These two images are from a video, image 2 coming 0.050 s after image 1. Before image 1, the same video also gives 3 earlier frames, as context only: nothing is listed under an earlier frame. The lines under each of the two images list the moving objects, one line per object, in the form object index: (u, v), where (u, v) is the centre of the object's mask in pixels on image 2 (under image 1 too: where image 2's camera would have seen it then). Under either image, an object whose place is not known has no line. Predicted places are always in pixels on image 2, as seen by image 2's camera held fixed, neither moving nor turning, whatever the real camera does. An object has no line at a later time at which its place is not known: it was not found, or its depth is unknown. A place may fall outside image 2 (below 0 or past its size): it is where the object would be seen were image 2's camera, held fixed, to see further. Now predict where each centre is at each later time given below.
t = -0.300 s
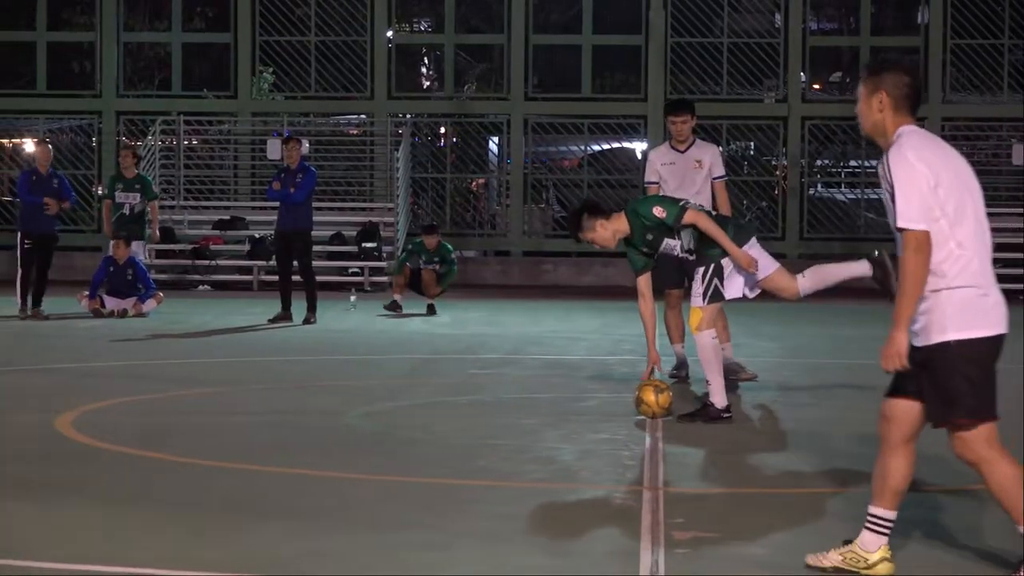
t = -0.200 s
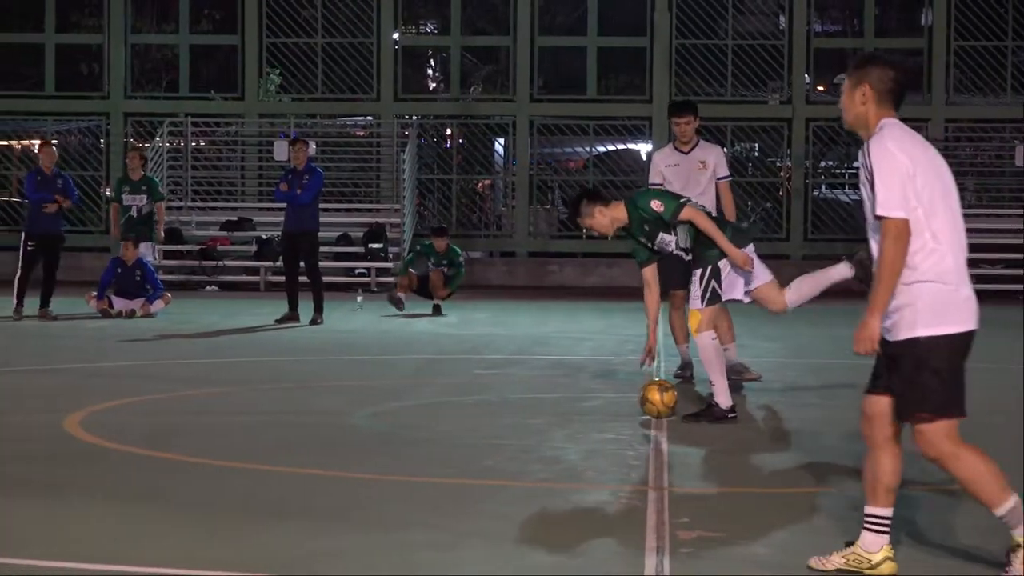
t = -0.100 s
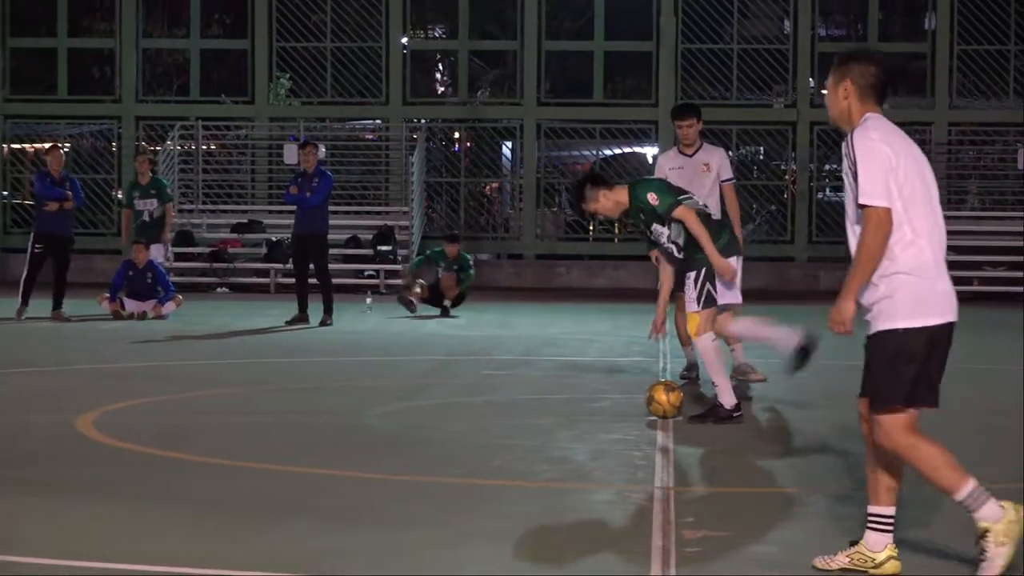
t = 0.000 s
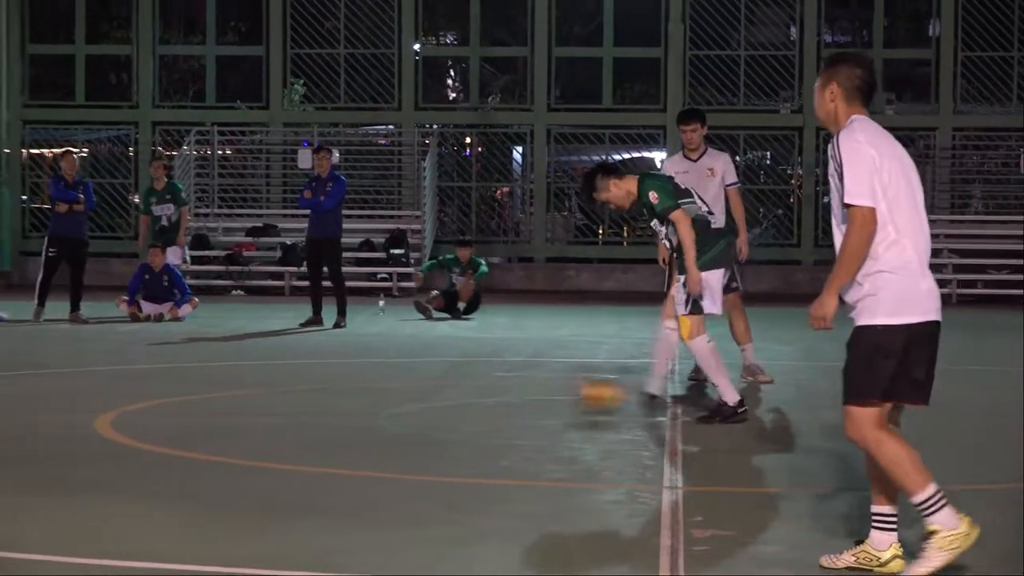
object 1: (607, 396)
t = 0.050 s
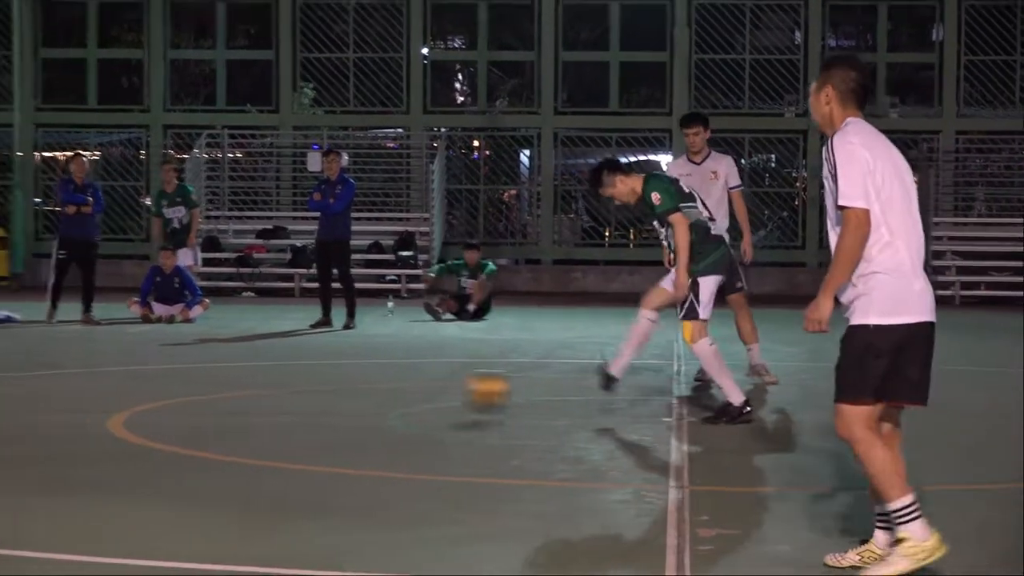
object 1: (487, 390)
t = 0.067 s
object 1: (449, 389)
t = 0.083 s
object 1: (410, 388)
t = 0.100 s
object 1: (371, 387)
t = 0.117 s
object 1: (330, 388)
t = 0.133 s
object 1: (291, 388)
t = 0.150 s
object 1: (251, 388)
